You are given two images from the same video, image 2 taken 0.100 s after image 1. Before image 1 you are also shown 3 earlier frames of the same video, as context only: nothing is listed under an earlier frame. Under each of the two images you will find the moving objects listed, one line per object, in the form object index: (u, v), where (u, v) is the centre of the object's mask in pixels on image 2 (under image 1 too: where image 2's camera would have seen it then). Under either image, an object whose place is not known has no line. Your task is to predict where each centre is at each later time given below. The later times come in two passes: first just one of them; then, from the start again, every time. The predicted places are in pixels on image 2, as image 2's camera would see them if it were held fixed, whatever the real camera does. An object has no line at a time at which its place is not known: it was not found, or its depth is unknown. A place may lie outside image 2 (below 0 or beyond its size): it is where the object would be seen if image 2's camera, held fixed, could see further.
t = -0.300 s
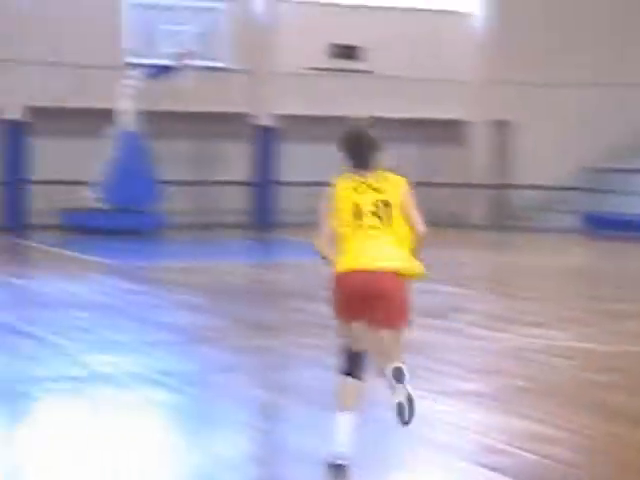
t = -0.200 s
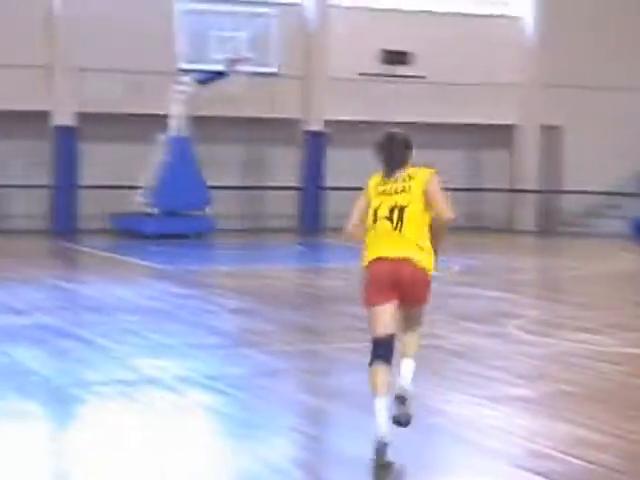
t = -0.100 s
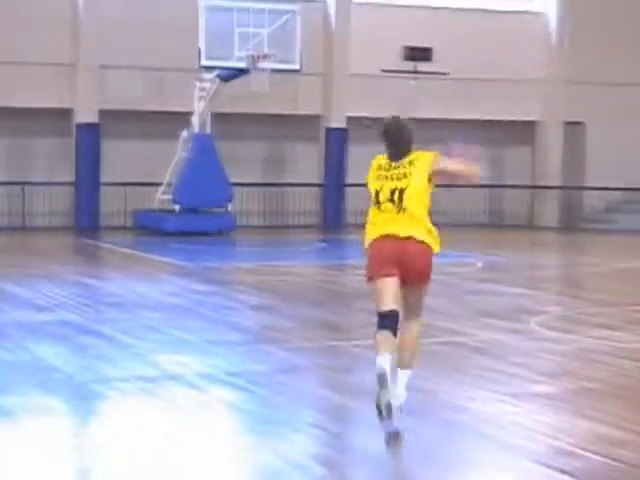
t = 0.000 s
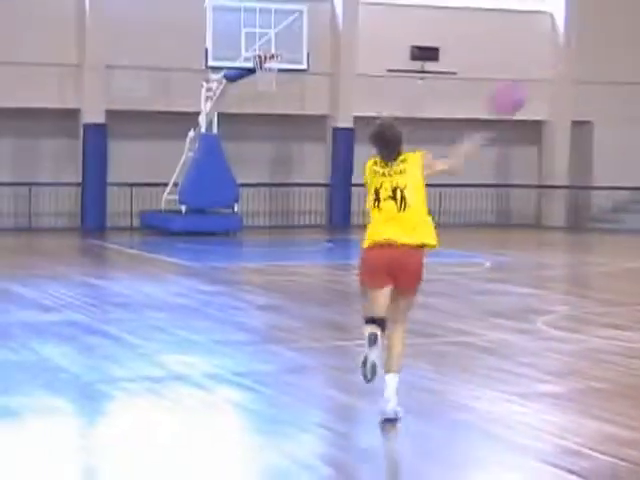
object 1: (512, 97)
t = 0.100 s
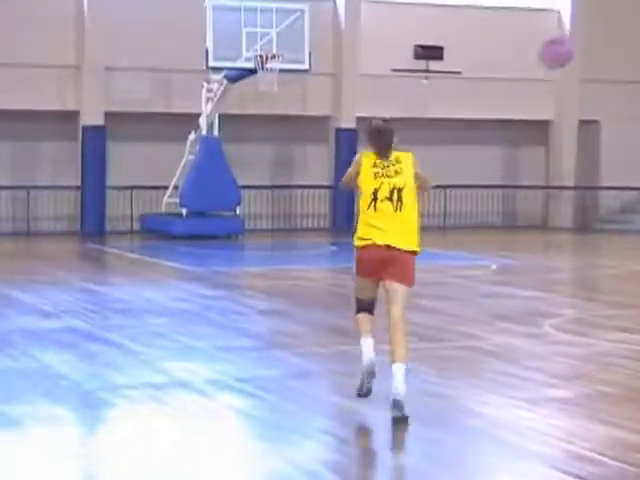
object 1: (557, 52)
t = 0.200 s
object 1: (592, 26)
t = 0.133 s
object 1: (569, 41)
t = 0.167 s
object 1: (582, 31)
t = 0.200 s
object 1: (592, 26)
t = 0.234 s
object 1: (602, 20)
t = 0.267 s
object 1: (611, 15)
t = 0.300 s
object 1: (624, 13)
